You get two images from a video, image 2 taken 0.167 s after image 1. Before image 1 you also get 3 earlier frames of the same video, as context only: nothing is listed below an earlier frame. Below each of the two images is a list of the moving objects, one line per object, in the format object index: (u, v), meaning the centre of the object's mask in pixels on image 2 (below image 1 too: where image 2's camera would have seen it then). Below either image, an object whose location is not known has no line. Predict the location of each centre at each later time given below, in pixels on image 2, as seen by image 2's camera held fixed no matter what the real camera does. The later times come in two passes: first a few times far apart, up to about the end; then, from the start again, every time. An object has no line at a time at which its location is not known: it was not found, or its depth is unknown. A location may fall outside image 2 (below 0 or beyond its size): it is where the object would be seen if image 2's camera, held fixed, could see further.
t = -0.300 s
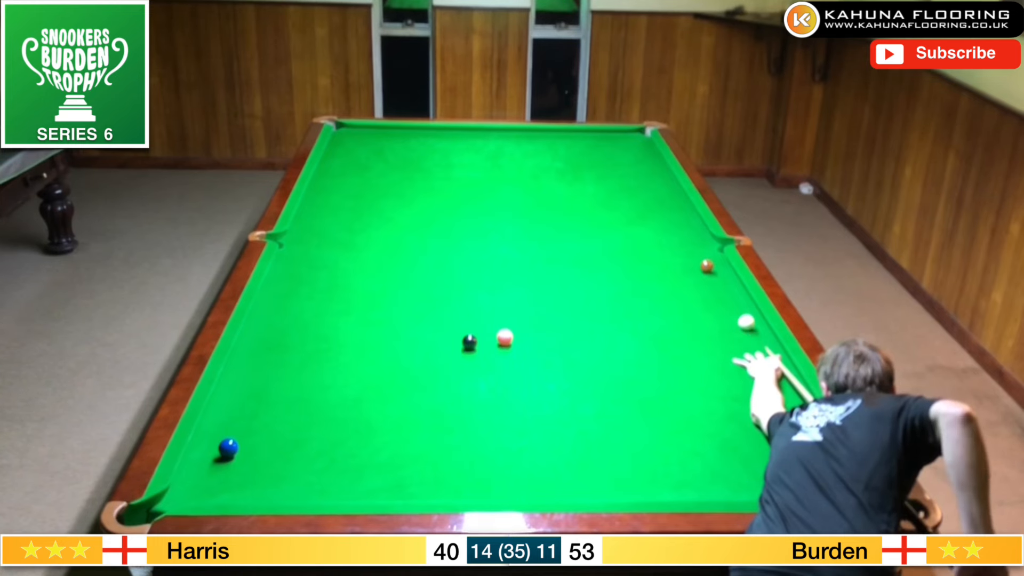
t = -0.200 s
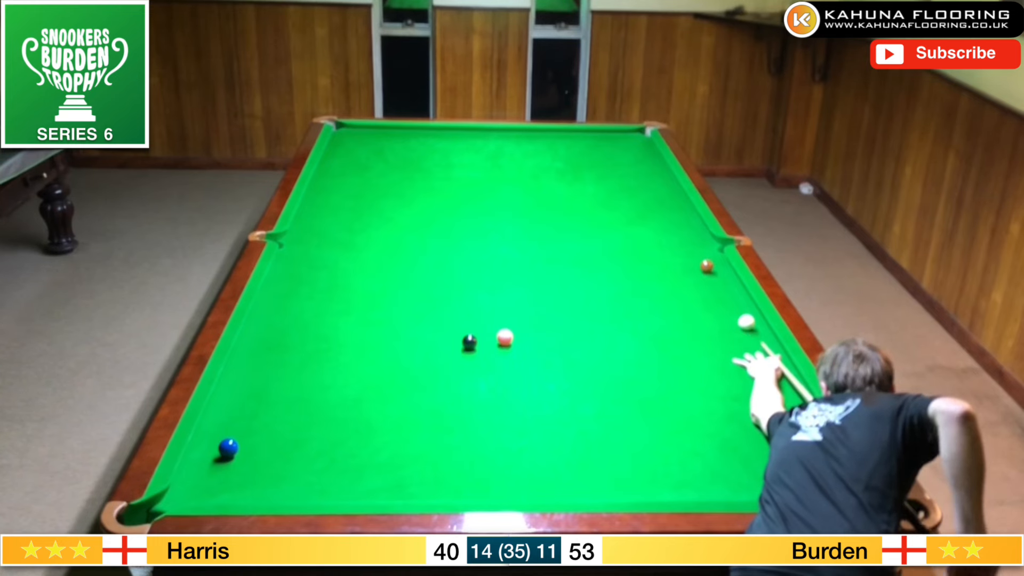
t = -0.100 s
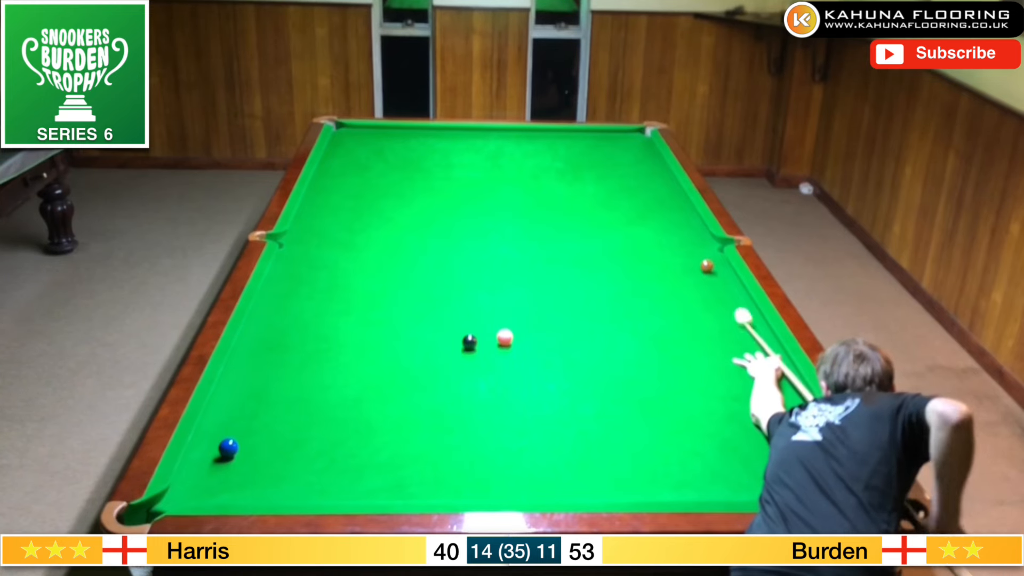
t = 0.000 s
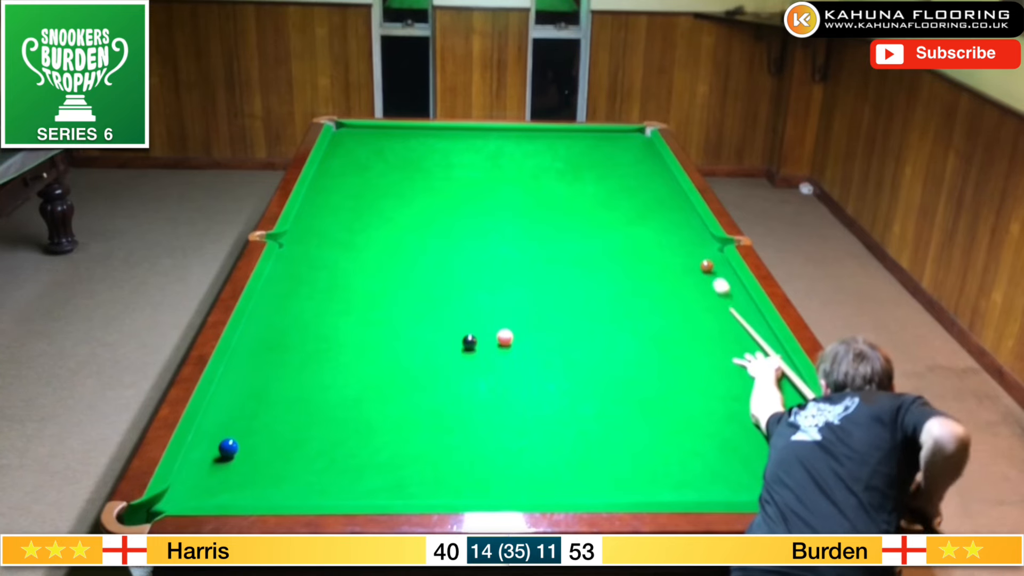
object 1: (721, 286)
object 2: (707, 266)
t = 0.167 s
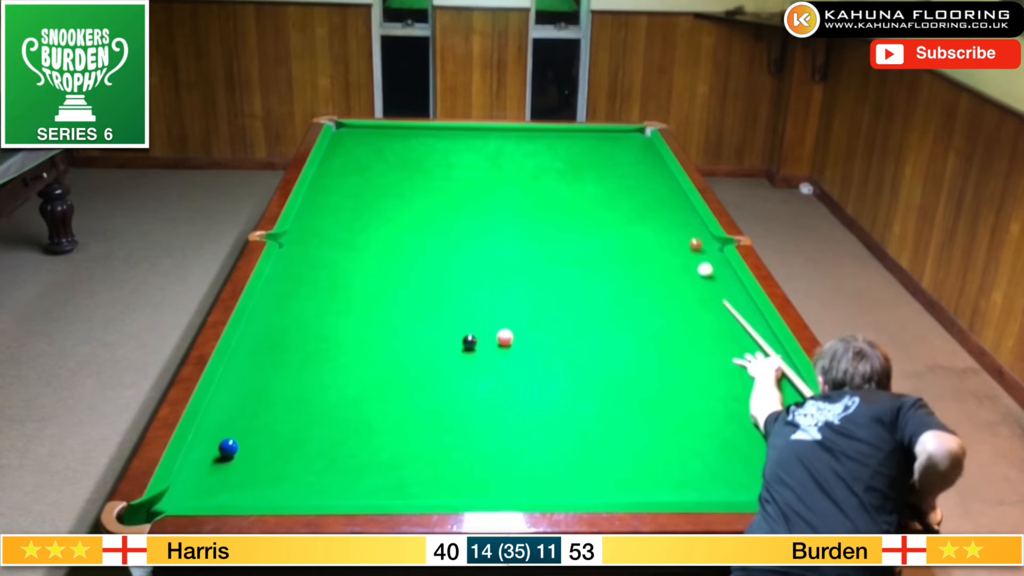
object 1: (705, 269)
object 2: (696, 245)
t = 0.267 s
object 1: (701, 268)
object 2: (688, 229)
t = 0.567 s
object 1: (692, 266)
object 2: (670, 194)
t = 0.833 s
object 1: (686, 264)
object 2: (656, 168)
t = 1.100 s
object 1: (682, 263)
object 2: (645, 146)
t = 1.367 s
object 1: (681, 263)
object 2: (644, 132)
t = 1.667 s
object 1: (681, 263)
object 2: (612, 133)
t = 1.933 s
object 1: (681, 263)
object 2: (584, 133)
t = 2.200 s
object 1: (681, 263)
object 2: (557, 134)
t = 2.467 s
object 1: (681, 263)
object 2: (532, 134)
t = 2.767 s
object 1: (681, 263)
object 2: (505, 134)
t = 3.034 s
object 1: (681, 263)
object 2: (483, 134)
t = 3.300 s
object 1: (681, 263)
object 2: (462, 135)
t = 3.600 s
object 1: (681, 263)
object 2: (441, 135)
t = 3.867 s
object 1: (681, 263)
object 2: (424, 135)
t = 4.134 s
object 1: (681, 263)
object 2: (408, 135)
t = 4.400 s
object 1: (680, 263)
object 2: (395, 136)
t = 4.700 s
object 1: (680, 263)
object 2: (382, 136)
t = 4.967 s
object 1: (680, 263)
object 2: (372, 136)
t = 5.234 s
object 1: (681, 263)
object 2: (363, 136)
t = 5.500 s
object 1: (681, 263)
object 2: (357, 137)
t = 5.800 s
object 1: (681, 263)
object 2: (351, 137)
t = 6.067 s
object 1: (681, 263)
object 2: (349, 137)
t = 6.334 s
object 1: (681, 263)
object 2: (347, 137)
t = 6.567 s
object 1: (681, 263)
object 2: (347, 137)
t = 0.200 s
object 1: (704, 269)
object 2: (693, 239)
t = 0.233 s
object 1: (703, 269)
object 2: (690, 234)
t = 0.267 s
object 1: (701, 268)
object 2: (688, 229)
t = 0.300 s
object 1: (700, 268)
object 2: (685, 224)
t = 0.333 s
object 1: (699, 268)
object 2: (683, 220)
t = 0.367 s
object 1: (698, 268)
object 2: (681, 216)
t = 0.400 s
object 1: (697, 267)
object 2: (679, 212)
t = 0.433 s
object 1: (696, 267)
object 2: (677, 208)
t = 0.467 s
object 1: (695, 266)
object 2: (675, 204)
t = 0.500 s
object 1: (694, 266)
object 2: (673, 200)
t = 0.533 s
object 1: (693, 266)
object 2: (671, 197)
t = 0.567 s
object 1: (692, 266)
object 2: (670, 194)
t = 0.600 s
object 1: (691, 265)
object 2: (668, 190)
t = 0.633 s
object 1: (690, 265)
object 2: (666, 187)
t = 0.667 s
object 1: (690, 265)
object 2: (664, 183)
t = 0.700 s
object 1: (689, 265)
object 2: (663, 180)
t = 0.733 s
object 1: (688, 265)
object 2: (661, 177)
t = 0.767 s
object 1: (688, 265)
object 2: (659, 173)
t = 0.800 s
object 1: (687, 264)
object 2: (658, 171)
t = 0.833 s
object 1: (686, 264)
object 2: (656, 168)
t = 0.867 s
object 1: (686, 264)
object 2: (655, 165)
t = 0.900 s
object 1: (685, 264)
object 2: (654, 162)
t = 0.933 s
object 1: (685, 264)
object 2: (652, 159)
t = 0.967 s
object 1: (684, 264)
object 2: (651, 156)
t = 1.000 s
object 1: (684, 264)
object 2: (649, 153)
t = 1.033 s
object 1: (683, 263)
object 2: (648, 151)
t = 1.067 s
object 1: (683, 263)
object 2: (647, 148)
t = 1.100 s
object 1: (682, 263)
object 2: (645, 146)
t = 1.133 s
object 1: (682, 263)
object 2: (644, 143)
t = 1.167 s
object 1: (682, 263)
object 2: (643, 141)
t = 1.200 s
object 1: (682, 263)
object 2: (642, 139)
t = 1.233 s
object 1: (681, 263)
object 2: (640, 136)
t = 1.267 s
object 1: (681, 263)
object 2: (639, 134)
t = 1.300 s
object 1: (681, 263)
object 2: (639, 132)
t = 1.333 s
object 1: (681, 263)
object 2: (640, 132)
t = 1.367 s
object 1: (681, 263)
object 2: (644, 132)
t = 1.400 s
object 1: (681, 263)
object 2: (641, 133)
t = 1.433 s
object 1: (681, 263)
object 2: (638, 133)
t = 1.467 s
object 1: (681, 263)
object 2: (634, 133)
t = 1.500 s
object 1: (681, 263)
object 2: (630, 133)
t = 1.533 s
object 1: (681, 263)
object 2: (627, 133)
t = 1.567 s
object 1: (681, 263)
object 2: (623, 133)
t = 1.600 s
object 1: (681, 263)
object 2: (620, 133)
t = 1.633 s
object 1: (681, 263)
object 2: (616, 133)
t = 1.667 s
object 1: (681, 263)
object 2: (612, 133)
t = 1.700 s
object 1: (681, 263)
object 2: (609, 133)
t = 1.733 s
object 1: (681, 263)
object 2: (605, 133)
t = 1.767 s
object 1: (681, 263)
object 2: (602, 133)
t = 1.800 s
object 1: (681, 263)
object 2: (598, 133)
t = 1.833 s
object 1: (681, 263)
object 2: (594, 133)
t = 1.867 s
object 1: (681, 263)
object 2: (591, 133)
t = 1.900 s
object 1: (681, 263)
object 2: (587, 133)
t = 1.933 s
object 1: (681, 263)
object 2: (584, 133)
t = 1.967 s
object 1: (681, 263)
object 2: (581, 133)
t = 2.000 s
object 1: (681, 263)
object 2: (577, 133)
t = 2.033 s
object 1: (681, 263)
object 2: (574, 133)
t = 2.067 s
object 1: (681, 263)
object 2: (570, 134)
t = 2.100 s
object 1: (681, 263)
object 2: (567, 134)
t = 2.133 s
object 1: (681, 263)
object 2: (564, 133)
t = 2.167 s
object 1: (681, 263)
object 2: (561, 133)
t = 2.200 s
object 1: (681, 263)
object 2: (557, 134)
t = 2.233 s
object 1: (681, 263)
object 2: (554, 133)
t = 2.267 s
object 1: (681, 263)
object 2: (551, 134)
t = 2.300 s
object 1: (681, 263)
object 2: (548, 133)
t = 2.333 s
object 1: (681, 263)
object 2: (545, 134)
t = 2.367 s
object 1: (681, 263)
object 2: (541, 134)
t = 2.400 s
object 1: (681, 263)
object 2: (538, 134)
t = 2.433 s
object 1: (681, 263)
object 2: (535, 134)
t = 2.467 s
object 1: (681, 263)
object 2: (532, 134)
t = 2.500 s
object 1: (681, 263)
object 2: (529, 134)
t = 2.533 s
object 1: (681, 263)
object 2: (526, 134)
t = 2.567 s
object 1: (681, 263)
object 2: (523, 134)
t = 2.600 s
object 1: (681, 263)
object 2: (520, 134)
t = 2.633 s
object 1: (681, 263)
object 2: (517, 134)
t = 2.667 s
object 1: (681, 263)
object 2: (514, 134)
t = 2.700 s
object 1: (681, 263)
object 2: (511, 134)
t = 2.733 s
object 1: (681, 263)
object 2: (508, 134)
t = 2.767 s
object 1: (681, 263)
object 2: (505, 134)
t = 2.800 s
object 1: (681, 263)
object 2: (502, 134)
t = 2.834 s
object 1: (681, 263)
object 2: (500, 134)
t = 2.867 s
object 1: (681, 263)
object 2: (497, 134)
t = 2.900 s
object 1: (681, 263)
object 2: (494, 134)
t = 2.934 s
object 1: (681, 263)
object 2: (491, 134)
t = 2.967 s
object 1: (681, 263)
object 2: (488, 134)
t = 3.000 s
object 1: (681, 263)
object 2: (486, 134)
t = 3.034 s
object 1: (681, 263)
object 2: (483, 134)
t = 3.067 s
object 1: (681, 263)
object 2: (480, 134)
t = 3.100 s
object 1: (681, 263)
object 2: (478, 134)
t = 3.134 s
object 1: (681, 263)
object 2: (475, 134)
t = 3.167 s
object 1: (681, 263)
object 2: (472, 135)
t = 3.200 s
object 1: (681, 263)
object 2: (470, 135)
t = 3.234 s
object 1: (681, 263)
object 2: (467, 135)
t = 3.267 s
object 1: (681, 263)
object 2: (465, 135)
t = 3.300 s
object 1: (681, 263)
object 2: (462, 135)
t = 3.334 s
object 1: (681, 263)
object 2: (460, 135)
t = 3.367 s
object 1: (681, 263)
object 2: (457, 135)
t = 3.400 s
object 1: (681, 263)
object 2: (455, 135)
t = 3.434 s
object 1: (681, 263)
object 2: (452, 135)
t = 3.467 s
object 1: (681, 263)
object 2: (450, 135)
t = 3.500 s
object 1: (681, 263)
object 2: (448, 135)
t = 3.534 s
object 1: (681, 263)
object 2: (446, 135)
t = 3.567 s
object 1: (681, 263)
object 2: (443, 135)
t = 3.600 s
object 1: (681, 263)
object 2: (441, 135)
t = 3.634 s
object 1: (681, 263)
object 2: (439, 135)
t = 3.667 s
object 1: (681, 263)
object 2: (436, 135)
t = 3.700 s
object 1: (681, 263)
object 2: (434, 135)
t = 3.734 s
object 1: (681, 263)
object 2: (432, 135)
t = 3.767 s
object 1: (681, 263)
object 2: (430, 135)
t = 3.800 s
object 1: (681, 263)
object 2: (428, 135)
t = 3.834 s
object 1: (681, 263)
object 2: (426, 135)
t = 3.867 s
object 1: (681, 263)
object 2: (424, 135)
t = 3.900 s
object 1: (681, 263)
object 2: (422, 135)
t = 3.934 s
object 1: (681, 263)
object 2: (420, 135)
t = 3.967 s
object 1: (681, 263)
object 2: (418, 135)
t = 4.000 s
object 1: (681, 263)
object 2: (416, 135)
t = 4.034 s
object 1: (681, 263)
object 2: (414, 135)
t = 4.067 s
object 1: (681, 263)
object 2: (412, 135)
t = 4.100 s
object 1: (681, 263)
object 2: (410, 135)
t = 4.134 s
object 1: (681, 263)
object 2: (408, 135)
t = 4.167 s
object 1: (681, 263)
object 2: (407, 135)
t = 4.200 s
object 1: (681, 263)
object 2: (405, 135)
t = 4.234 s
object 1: (681, 263)
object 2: (403, 135)
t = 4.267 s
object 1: (681, 263)
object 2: (401, 135)
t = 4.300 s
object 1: (680, 263)
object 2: (400, 135)
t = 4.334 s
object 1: (680, 263)
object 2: (398, 135)
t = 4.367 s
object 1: (680, 263)
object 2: (396, 136)
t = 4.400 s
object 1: (680, 263)
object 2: (395, 136)
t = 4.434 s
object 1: (680, 263)
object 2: (393, 135)
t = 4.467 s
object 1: (680, 263)
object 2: (392, 136)
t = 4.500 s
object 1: (680, 263)
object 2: (390, 136)
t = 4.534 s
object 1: (680, 263)
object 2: (389, 136)
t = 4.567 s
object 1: (680, 263)
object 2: (387, 136)
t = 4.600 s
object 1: (680, 263)
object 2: (386, 136)
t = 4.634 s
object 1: (680, 263)
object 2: (385, 136)
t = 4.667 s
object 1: (680, 263)
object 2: (383, 136)
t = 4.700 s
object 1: (680, 263)
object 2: (382, 136)
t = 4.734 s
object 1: (680, 263)
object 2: (380, 136)
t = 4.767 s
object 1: (680, 263)
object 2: (379, 136)
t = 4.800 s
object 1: (680, 263)
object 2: (378, 136)
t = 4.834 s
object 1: (680, 263)
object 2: (377, 136)
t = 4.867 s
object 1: (680, 263)
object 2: (375, 136)
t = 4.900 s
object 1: (680, 263)
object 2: (374, 136)
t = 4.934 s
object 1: (680, 263)
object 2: (373, 136)
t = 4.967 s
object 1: (680, 263)
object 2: (372, 136)
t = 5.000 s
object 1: (680, 263)
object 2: (370, 136)
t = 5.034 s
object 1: (680, 263)
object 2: (369, 136)
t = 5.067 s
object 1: (680, 263)
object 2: (368, 136)
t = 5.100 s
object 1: (680, 263)
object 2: (367, 136)
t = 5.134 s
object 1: (681, 263)
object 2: (366, 136)
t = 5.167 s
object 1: (681, 263)
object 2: (365, 136)
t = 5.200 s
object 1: (681, 263)
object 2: (365, 136)
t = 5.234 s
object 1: (681, 263)
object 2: (363, 136)
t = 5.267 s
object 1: (681, 263)
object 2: (363, 136)
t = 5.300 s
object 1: (681, 263)
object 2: (362, 136)
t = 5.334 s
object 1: (681, 263)
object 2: (361, 136)
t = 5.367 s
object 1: (681, 263)
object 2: (360, 136)
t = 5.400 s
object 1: (681, 263)
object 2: (359, 136)
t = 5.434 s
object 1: (681, 263)
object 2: (358, 136)
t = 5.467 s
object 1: (681, 263)
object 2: (358, 137)
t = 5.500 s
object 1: (681, 263)
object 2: (357, 137)
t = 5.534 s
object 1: (681, 263)
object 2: (356, 136)
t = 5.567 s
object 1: (681, 263)
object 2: (356, 137)
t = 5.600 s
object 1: (681, 263)
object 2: (355, 137)
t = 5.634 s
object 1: (681, 263)
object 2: (354, 137)
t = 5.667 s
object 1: (681, 263)
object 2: (354, 137)
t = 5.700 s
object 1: (681, 263)
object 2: (353, 136)
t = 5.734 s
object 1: (681, 263)
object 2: (352, 136)
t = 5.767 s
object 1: (681, 263)
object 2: (352, 137)
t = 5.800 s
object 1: (681, 263)
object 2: (351, 137)
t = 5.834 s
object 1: (681, 263)
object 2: (351, 136)
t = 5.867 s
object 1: (681, 263)
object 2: (350, 137)
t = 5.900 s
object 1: (681, 263)
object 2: (350, 137)
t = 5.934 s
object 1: (681, 263)
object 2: (350, 137)
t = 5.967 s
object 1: (681, 263)
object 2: (349, 137)
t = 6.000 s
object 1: (681, 263)
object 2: (349, 136)
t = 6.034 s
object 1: (681, 263)
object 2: (349, 137)
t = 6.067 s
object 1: (681, 263)
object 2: (349, 137)
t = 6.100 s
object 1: (681, 263)
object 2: (348, 137)
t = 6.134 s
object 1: (681, 263)
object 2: (348, 137)
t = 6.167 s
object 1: (681, 263)
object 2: (348, 137)
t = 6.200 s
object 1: (681, 263)
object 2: (348, 137)
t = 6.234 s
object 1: (681, 263)
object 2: (348, 137)
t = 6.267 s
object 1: (681, 263)
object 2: (348, 137)
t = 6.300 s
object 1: (681, 263)
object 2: (347, 137)
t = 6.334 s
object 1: (681, 263)
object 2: (347, 137)
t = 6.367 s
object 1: (681, 263)
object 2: (347, 137)
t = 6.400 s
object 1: (681, 263)
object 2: (347, 137)
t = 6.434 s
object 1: (681, 263)
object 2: (347, 137)
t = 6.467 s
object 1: (681, 263)
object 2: (347, 137)
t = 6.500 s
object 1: (681, 263)
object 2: (347, 137)
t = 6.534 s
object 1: (681, 263)
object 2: (347, 137)
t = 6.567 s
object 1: (681, 263)
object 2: (347, 137)
